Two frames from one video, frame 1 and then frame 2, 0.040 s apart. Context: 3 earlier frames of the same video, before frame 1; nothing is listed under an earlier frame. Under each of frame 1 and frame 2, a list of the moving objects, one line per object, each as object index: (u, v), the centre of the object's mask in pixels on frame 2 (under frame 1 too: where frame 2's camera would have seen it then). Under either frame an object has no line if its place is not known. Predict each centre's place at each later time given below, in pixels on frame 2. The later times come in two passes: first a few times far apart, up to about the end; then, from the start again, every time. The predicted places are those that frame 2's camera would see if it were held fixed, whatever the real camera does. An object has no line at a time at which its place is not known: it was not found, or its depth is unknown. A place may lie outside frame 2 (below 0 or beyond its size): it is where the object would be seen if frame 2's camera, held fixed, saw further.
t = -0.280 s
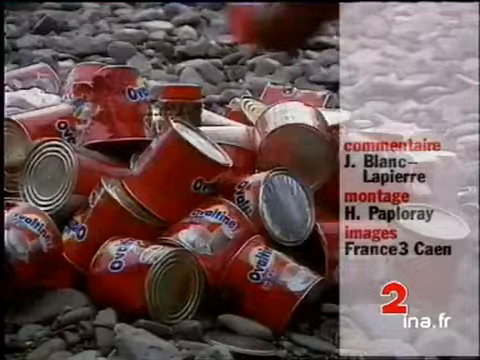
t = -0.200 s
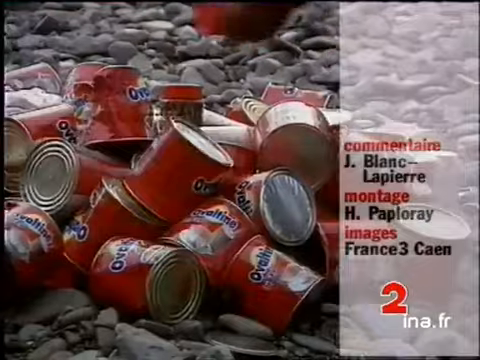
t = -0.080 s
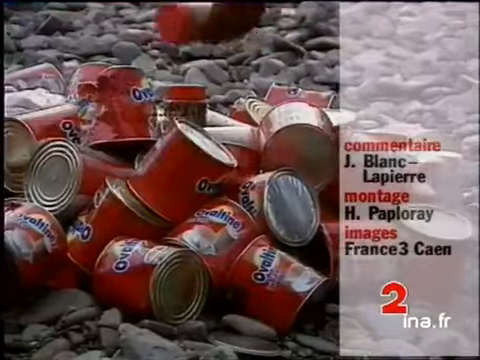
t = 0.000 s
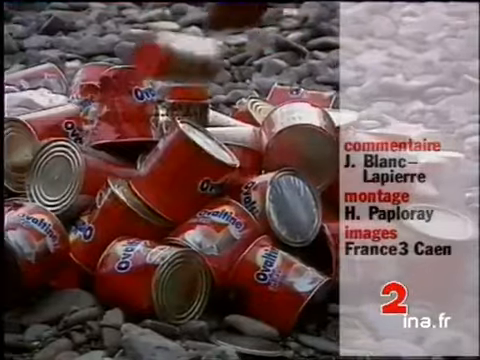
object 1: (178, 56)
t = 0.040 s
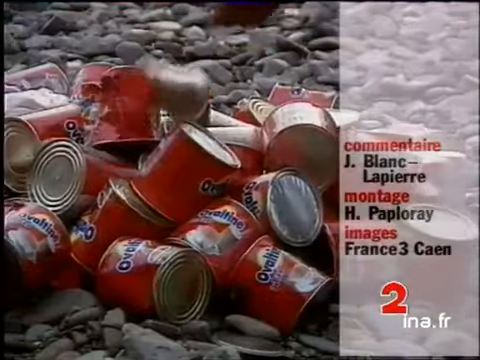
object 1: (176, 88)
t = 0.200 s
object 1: (148, 125)
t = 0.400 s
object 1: (148, 124)
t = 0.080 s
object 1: (151, 119)
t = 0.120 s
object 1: (150, 126)
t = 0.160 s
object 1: (149, 125)
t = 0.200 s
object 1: (148, 125)
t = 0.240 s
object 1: (146, 124)
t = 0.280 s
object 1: (145, 125)
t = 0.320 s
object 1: (146, 125)
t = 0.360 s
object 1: (146, 125)
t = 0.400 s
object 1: (148, 124)
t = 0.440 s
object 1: (148, 124)
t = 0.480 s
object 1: (148, 125)
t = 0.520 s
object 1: (147, 127)
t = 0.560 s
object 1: (145, 128)
